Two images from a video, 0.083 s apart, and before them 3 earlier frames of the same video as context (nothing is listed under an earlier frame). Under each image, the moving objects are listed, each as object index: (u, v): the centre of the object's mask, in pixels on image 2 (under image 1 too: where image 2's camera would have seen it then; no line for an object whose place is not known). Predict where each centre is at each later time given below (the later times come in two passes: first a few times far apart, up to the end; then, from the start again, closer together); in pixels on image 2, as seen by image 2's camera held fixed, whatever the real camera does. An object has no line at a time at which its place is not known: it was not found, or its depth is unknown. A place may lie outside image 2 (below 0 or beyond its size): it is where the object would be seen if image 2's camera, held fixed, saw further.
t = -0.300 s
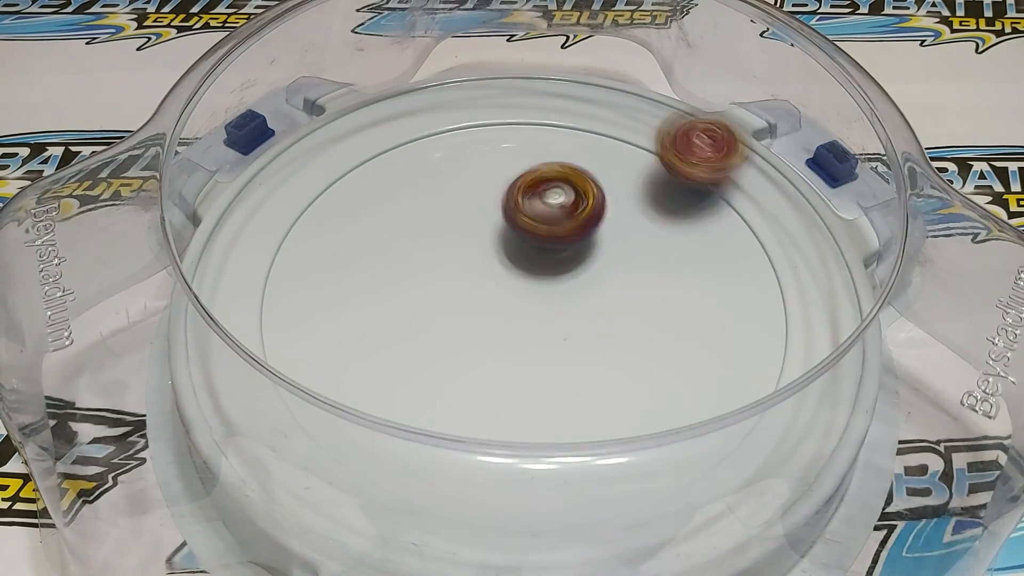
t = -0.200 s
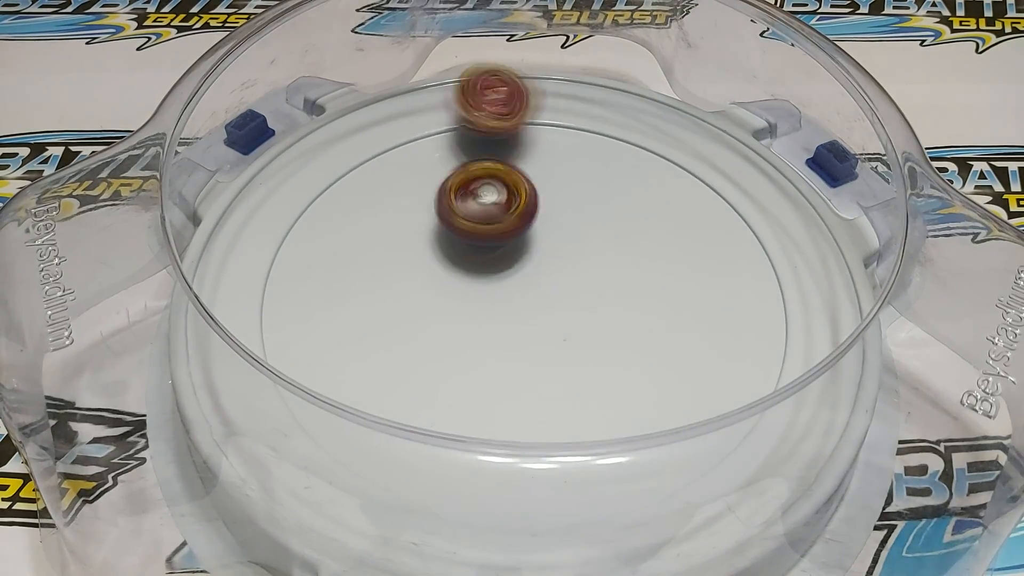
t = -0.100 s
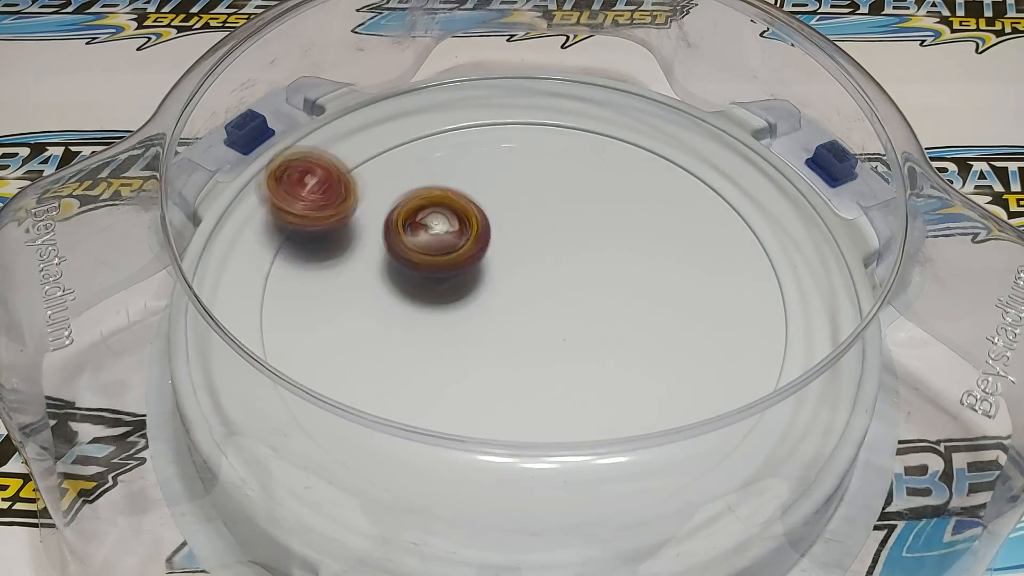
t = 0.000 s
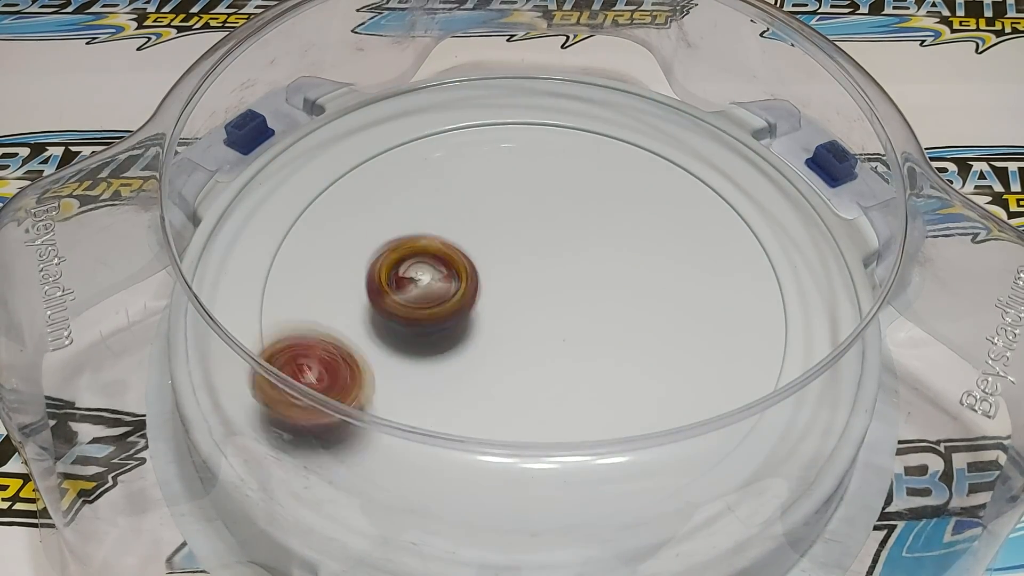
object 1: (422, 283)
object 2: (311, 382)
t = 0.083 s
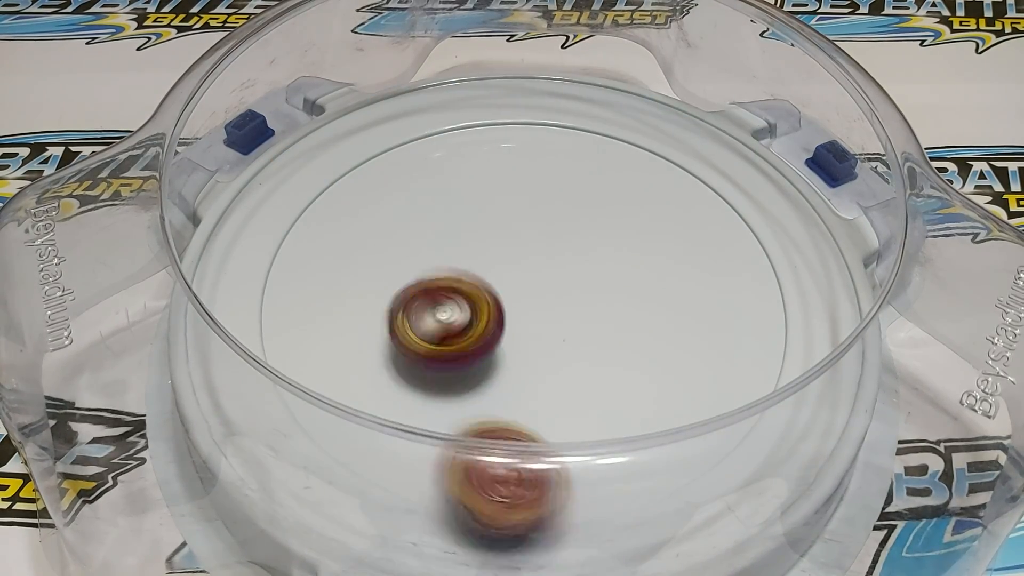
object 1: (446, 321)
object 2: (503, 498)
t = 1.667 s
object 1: (542, 276)
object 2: (705, 440)
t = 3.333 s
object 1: (513, 281)
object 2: (471, 493)
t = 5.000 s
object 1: (521, 283)
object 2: (323, 167)
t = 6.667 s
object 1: (525, 280)
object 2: (783, 255)
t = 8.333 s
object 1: (520, 278)
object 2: (270, 240)
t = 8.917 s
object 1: (523, 282)
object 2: (782, 259)
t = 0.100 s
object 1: (451, 325)
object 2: (551, 501)
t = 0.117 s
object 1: (461, 334)
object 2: (597, 498)
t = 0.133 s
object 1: (472, 333)
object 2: (642, 475)
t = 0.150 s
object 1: (480, 339)
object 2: (685, 455)
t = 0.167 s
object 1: (493, 342)
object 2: (717, 430)
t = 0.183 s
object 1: (506, 340)
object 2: (742, 405)
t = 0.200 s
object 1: (516, 342)
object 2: (764, 378)
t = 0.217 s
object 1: (529, 342)
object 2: (774, 346)
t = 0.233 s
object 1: (539, 338)
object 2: (786, 321)
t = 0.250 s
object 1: (550, 337)
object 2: (787, 294)
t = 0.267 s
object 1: (561, 332)
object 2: (784, 264)
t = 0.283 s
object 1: (567, 327)
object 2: (776, 237)
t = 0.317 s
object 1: (584, 316)
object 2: (741, 186)
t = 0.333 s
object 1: (588, 310)
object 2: (720, 165)
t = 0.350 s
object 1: (593, 304)
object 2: (694, 147)
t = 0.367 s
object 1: (597, 296)
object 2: (665, 133)
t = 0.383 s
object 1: (598, 291)
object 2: (636, 121)
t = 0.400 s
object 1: (601, 281)
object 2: (605, 112)
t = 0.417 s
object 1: (599, 275)
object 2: (572, 104)
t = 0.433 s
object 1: (598, 269)
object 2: (541, 101)
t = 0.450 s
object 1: (597, 262)
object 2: (507, 102)
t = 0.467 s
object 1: (592, 257)
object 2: (474, 103)
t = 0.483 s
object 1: (590, 251)
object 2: (443, 111)
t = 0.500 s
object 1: (585, 245)
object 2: (413, 120)
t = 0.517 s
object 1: (580, 242)
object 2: (385, 132)
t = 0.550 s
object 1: (567, 234)
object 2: (334, 163)
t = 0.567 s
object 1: (561, 234)
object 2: (313, 184)
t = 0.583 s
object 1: (556, 230)
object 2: (295, 208)
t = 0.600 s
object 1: (547, 232)
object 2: (282, 233)
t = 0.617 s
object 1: (542, 230)
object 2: (276, 261)
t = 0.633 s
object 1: (536, 229)
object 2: (271, 290)
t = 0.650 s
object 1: (530, 232)
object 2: (276, 315)
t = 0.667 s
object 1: (525, 231)
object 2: (294, 339)
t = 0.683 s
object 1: (517, 233)
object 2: (302, 372)
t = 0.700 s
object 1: (513, 236)
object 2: (316, 404)
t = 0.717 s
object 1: (509, 235)
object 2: (345, 425)
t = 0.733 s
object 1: (503, 239)
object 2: (376, 447)
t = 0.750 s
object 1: (500, 241)
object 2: (410, 478)
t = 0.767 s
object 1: (495, 242)
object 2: (450, 491)
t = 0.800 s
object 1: (490, 245)
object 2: (533, 502)
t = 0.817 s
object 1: (484, 249)
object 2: (577, 501)
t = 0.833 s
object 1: (483, 254)
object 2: (624, 492)
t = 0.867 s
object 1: (479, 258)
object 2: (692, 453)
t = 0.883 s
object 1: (479, 261)
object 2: (724, 429)
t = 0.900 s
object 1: (476, 265)
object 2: (743, 404)
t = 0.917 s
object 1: (477, 269)
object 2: (762, 380)
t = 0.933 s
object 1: (477, 270)
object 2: (771, 347)
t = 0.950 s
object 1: (477, 275)
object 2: (784, 326)
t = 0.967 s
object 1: (479, 276)
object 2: (787, 298)
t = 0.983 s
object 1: (478, 277)
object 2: (783, 272)
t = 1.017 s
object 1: (483, 283)
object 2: (764, 220)
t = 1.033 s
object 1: (483, 287)
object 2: (749, 197)
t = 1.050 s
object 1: (487, 289)
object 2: (729, 177)
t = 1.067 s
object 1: (488, 290)
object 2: (706, 160)
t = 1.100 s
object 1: (495, 293)
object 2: (657, 130)
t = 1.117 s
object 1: (496, 296)
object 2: (629, 120)
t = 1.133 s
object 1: (501, 297)
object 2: (602, 110)
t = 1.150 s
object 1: (503, 297)
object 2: (572, 106)
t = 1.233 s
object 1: (519, 298)
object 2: (427, 115)
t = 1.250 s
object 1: (523, 300)
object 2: (402, 123)
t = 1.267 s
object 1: (527, 297)
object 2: (378, 133)
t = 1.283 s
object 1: (528, 299)
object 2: (353, 146)
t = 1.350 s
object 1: (539, 294)
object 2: (285, 220)
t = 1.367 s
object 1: (540, 295)
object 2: (274, 240)
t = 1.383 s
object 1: (543, 292)
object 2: (267, 264)
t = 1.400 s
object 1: (542, 291)
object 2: (265, 287)
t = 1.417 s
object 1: (545, 291)
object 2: (270, 309)
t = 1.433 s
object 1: (546, 288)
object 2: (281, 329)
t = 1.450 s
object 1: (546, 289)
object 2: (285, 359)
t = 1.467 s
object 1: (549, 285)
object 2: (299, 383)
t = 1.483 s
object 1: (546, 286)
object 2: (315, 409)
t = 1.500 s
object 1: (548, 285)
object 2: (342, 433)
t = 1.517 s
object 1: (547, 283)
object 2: (369, 452)
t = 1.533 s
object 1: (548, 284)
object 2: (400, 478)
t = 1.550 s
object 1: (548, 281)
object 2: (432, 488)
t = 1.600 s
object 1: (544, 279)
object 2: (560, 502)
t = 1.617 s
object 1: (544, 279)
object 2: (598, 498)
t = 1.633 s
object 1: (543, 277)
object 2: (643, 488)
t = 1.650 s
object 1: (542, 279)
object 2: (673, 460)
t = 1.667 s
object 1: (542, 276)
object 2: (705, 440)
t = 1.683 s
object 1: (538, 278)
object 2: (728, 414)
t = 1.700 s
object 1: (539, 277)
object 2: (750, 392)
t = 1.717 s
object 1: (535, 276)
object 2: (755, 361)
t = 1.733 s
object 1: (534, 277)
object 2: (774, 340)
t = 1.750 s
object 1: (534, 275)
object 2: (779, 318)
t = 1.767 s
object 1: (531, 276)
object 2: (782, 292)
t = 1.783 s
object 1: (531, 274)
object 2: (777, 268)
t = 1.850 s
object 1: (522, 275)
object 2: (729, 181)
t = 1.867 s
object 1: (521, 273)
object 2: (710, 165)
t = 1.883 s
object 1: (518, 275)
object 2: (689, 151)
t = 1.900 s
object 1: (518, 274)
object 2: (669, 137)
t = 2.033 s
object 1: (507, 276)
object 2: (472, 102)
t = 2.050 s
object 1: (509, 276)
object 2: (448, 105)
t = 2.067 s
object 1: (507, 275)
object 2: (424, 112)
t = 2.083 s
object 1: (507, 277)
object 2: (403, 118)
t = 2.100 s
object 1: (507, 275)
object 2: (381, 127)
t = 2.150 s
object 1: (508, 278)
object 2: (322, 160)
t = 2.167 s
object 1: (510, 277)
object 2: (308, 177)
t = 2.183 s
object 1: (508, 278)
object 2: (293, 192)
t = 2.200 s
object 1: (511, 278)
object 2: (280, 210)
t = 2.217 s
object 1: (511, 277)
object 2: (270, 231)
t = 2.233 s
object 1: (512, 279)
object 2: (264, 251)
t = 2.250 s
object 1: (513, 278)
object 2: (259, 273)
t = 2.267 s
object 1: (514, 280)
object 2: (261, 295)
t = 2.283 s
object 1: (516, 279)
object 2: (271, 316)
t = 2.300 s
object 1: (516, 280)
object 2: (272, 346)
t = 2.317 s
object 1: (518, 280)
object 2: (286, 369)
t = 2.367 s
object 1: (520, 280)
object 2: (352, 437)
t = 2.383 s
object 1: (521, 282)
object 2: (385, 461)
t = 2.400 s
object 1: (522, 281)
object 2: (415, 483)
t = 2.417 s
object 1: (523, 283)
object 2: (454, 493)
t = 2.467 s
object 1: (526, 282)
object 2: (575, 500)
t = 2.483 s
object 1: (525, 283)
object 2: (615, 492)
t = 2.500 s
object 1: (527, 284)
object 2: (650, 464)
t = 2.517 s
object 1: (525, 283)
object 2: (678, 453)
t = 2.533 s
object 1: (527, 284)
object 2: (708, 433)
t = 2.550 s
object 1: (527, 282)
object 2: (728, 409)
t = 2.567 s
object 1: (527, 284)
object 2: (742, 387)
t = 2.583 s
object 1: (528, 282)
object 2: (757, 359)
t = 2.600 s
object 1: (528, 283)
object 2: (771, 343)
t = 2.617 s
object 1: (529, 282)
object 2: (776, 321)
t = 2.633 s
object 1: (528, 284)
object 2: (781, 298)
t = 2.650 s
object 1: (529, 282)
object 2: (779, 277)
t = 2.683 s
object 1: (529, 282)
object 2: (768, 236)
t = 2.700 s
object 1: (526, 282)
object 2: (759, 216)
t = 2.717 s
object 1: (528, 282)
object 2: (747, 196)
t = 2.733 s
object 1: (527, 280)
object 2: (731, 182)
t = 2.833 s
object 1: (527, 279)
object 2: (620, 113)
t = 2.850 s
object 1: (525, 280)
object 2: (600, 108)
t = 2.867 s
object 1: (526, 278)
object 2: (577, 102)
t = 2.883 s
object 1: (523, 279)
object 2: (553, 99)
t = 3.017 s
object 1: (520, 276)
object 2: (369, 130)
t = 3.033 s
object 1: (519, 279)
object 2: (350, 143)
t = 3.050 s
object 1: (519, 276)
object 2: (330, 154)
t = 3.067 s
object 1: (518, 278)
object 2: (312, 172)
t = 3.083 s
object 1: (519, 276)
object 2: (298, 189)
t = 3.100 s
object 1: (517, 279)
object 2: (286, 207)
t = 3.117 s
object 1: (518, 277)
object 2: (273, 227)
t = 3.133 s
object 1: (516, 279)
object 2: (268, 249)
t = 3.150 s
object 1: (518, 277)
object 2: (265, 272)
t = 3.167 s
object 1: (515, 279)
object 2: (264, 296)
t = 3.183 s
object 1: (517, 278)
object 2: (274, 317)
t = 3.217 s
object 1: (515, 280)
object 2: (293, 363)
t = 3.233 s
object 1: (513, 279)
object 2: (306, 388)
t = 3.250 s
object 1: (515, 280)
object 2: (326, 412)
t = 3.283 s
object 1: (514, 281)
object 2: (377, 447)
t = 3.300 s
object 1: (513, 281)
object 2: (408, 465)
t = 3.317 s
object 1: (514, 283)
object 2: (438, 484)
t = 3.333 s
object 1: (513, 281)
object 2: (471, 493)
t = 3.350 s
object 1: (514, 283)
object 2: (507, 499)
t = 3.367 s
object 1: (514, 282)
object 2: (545, 499)
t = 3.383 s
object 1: (514, 284)
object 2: (578, 499)
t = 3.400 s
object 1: (515, 282)
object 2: (615, 491)
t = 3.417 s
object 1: (515, 285)
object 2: (645, 469)
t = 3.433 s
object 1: (516, 283)
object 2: (669, 455)
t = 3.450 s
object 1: (516, 285)
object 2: (701, 437)
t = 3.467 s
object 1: (517, 283)
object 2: (722, 428)
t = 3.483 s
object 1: (517, 285)
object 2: (736, 403)
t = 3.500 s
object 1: (518, 283)
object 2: (753, 384)
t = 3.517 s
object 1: (518, 286)
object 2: (760, 359)
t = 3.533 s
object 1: (519, 284)
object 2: (770, 344)
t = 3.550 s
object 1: (519, 286)
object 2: (784, 325)
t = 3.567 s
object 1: (521, 284)
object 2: (786, 306)
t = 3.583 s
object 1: (520, 286)
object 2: (784, 284)
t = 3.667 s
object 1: (525, 284)
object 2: (747, 192)
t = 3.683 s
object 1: (524, 284)
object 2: (731, 176)
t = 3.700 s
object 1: (526, 283)
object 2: (716, 160)
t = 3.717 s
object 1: (525, 285)
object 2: (698, 147)
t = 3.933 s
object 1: (532, 279)
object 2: (398, 120)
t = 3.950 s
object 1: (530, 280)
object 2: (378, 130)
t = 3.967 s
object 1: (532, 277)
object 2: (357, 141)
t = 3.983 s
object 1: (530, 279)
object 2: (338, 152)
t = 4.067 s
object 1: (530, 276)
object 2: (275, 234)
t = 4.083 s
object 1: (528, 278)
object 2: (269, 254)
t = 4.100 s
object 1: (530, 276)
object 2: (266, 274)
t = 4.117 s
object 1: (528, 278)
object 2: (265, 294)
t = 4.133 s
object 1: (529, 276)
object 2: (273, 312)
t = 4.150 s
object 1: (527, 278)
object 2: (283, 330)
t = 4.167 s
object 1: (527, 275)
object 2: (285, 354)
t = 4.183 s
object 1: (526, 278)
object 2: (298, 376)
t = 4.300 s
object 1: (523, 276)
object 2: (463, 491)
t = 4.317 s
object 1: (523, 278)
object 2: (497, 498)
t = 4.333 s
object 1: (522, 276)
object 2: (532, 501)
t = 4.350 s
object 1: (522, 279)
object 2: (566, 485)
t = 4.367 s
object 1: (521, 277)
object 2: (599, 484)
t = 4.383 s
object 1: (522, 279)
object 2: (631, 476)
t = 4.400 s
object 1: (520, 278)
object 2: (659, 459)
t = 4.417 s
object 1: (521, 279)
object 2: (690, 448)
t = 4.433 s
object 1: (519, 278)
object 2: (712, 433)
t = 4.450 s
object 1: (521, 280)
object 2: (731, 412)
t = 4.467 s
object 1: (519, 279)
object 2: (751, 393)
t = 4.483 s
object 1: (521, 280)
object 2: (763, 374)
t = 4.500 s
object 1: (518, 280)
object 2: (766, 351)
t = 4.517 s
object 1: (521, 280)
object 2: (779, 333)
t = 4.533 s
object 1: (519, 281)
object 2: (786, 313)
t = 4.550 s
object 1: (521, 280)
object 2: (789, 292)
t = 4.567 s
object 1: (519, 281)
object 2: (785, 272)
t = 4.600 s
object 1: (518, 282)
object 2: (772, 231)
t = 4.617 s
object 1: (519, 281)
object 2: (762, 212)
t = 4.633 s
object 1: (518, 283)
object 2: (748, 197)
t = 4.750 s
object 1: (518, 283)
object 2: (620, 114)
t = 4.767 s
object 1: (519, 284)
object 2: (600, 110)
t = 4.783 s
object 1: (517, 283)
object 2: (577, 103)
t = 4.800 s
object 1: (520, 284)
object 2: (554, 100)
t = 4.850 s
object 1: (519, 285)
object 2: (490, 100)
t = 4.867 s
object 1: (522, 283)
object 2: (469, 102)
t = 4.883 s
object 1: (520, 286)
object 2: (448, 105)
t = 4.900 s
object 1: (522, 283)
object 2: (428, 111)
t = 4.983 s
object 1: (521, 285)
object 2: (337, 153)
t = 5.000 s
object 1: (521, 283)
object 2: (323, 167)
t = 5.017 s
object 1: (522, 284)
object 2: (308, 177)
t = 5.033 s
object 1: (521, 283)
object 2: (296, 194)
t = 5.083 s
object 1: (525, 283)
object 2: (270, 244)
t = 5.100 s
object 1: (523, 285)
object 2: (266, 263)
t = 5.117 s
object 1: (525, 283)
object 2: (262, 282)
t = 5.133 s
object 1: (524, 284)
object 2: (266, 300)
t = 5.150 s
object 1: (524, 282)
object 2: (275, 318)
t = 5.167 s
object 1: (524, 284)
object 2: (276, 341)
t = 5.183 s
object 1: (524, 282)
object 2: (286, 362)
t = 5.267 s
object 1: (527, 281)
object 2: (383, 457)
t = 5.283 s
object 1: (525, 282)
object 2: (408, 481)
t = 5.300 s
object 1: (527, 280)
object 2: (438, 488)
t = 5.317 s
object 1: (525, 281)
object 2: (474, 497)
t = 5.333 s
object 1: (526, 279)
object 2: (508, 502)
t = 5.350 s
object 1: (525, 281)
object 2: (543, 503)
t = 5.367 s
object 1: (525, 279)
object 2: (581, 500)
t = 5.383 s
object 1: (525, 280)
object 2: (613, 493)
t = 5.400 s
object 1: (524, 279)
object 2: (644, 474)
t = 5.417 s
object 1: (525, 280)
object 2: (671, 455)
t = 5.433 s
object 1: (524, 280)
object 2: (699, 440)
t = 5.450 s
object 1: (526, 278)
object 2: (724, 428)
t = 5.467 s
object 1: (524, 280)
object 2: (737, 406)
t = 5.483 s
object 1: (525, 277)
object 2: (752, 385)
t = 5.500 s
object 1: (523, 279)
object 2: (755, 360)
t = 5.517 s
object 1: (523, 277)
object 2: (772, 342)
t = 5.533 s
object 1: (523, 279)
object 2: (782, 325)
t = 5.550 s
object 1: (521, 278)
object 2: (785, 308)
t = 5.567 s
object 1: (523, 278)
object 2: (785, 287)
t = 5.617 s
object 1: (521, 279)
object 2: (769, 230)
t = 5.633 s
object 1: (522, 277)
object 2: (761, 215)
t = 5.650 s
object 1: (521, 279)
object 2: (749, 199)
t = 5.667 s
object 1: (520, 277)
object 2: (735, 183)
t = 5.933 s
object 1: (517, 279)
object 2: (431, 110)
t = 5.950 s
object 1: (517, 281)
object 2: (410, 115)
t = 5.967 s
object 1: (516, 280)
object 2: (393, 121)
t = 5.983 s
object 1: (518, 281)
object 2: (375, 128)
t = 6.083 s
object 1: (517, 280)
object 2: (286, 204)
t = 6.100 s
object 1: (518, 281)
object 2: (278, 221)
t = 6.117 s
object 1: (517, 282)
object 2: (270, 238)
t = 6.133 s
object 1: (520, 280)
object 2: (265, 257)
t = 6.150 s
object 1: (518, 282)
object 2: (263, 276)
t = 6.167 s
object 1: (519, 280)
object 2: (264, 296)
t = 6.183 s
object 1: (519, 282)
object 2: (269, 312)
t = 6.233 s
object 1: (519, 282)
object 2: (294, 374)
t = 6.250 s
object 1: (522, 281)
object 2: (303, 399)
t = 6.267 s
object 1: (521, 282)
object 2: (323, 413)
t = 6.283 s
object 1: (521, 281)
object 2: (343, 429)
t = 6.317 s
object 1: (520, 282)
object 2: (393, 459)
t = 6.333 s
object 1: (523, 281)
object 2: (416, 481)
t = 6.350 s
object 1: (522, 282)
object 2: (448, 488)
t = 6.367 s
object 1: (524, 281)
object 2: (478, 495)
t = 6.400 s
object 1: (523, 280)
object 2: (541, 501)
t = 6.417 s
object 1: (523, 281)
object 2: (573, 500)
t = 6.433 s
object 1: (523, 282)
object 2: (606, 483)
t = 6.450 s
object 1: (526, 279)
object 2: (634, 476)
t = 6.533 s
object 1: (526, 280)
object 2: (742, 400)
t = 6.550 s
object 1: (525, 281)
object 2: (756, 383)
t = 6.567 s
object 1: (527, 279)
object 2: (759, 360)
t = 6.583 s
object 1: (525, 280)
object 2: (771, 345)
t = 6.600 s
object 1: (525, 278)
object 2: (780, 331)
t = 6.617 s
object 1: (525, 280)
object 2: (786, 311)
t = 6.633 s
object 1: (524, 279)
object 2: (786, 291)
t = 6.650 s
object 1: (527, 278)
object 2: (786, 273)
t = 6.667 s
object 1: (525, 280)
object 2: (783, 255)
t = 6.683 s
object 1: (525, 277)
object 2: (775, 239)
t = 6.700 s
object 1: (525, 279)
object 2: (768, 222)
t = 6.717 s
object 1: (523, 278)
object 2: (755, 205)
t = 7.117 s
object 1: (521, 279)
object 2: (322, 165)
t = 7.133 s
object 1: (520, 278)
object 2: (309, 176)
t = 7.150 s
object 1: (520, 279)
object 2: (298, 190)
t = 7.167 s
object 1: (519, 279)
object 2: (288, 204)
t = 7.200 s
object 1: (520, 280)
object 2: (272, 237)
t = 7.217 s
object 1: (519, 279)
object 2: (266, 253)
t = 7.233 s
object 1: (520, 280)
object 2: (265, 272)
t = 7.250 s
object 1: (519, 281)
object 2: (264, 290)
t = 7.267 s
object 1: (521, 279)
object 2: (270, 308)
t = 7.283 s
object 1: (520, 281)
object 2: (278, 322)
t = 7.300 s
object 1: (519, 279)
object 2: (280, 344)
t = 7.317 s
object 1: (520, 280)
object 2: (290, 363)
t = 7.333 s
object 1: (519, 281)
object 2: (300, 382)
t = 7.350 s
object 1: (521, 280)
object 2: (313, 405)
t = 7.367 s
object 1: (520, 281)
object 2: (335, 416)
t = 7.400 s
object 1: (521, 281)
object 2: (379, 448)
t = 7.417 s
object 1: (520, 281)
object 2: (401, 461)
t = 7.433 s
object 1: (521, 280)
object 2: (427, 483)
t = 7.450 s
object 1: (520, 282)
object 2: (455, 489)
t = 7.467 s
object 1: (519, 281)
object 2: (488, 496)
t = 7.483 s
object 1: (523, 281)
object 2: (517, 487)
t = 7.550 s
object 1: (520, 282)
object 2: (639, 470)
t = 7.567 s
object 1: (523, 281)
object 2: (664, 460)
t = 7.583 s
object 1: (521, 283)
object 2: (688, 448)
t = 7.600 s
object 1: (521, 281)
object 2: (705, 433)
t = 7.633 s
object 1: (521, 283)
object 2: (741, 398)
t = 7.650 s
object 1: (523, 281)
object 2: (756, 382)
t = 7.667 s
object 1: (522, 283)
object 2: (761, 358)
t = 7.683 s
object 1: (521, 282)
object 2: (773, 345)
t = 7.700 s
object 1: (524, 282)
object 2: (782, 330)
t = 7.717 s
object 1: (523, 283)
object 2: (786, 314)
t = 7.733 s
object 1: (523, 281)
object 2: (787, 295)
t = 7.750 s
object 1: (523, 283)
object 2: (784, 277)
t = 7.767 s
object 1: (522, 282)
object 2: (781, 258)
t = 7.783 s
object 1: (526, 281)
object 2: (773, 241)
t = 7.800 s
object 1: (523, 282)
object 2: (766, 223)
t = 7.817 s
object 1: (523, 281)
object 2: (756, 208)
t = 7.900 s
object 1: (523, 281)
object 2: (691, 145)
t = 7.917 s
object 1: (527, 280)
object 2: (673, 135)
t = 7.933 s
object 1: (524, 281)
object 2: (655, 127)
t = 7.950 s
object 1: (524, 279)
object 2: (637, 119)
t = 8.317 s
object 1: (522, 276)
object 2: (277, 224)
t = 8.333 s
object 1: (520, 278)
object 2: (270, 240)
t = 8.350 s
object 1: (518, 277)
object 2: (266, 257)
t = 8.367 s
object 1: (521, 278)
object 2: (263, 273)
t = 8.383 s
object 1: (519, 278)
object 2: (264, 293)
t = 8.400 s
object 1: (519, 277)
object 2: (269, 308)
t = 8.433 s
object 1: (518, 279)
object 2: (278, 343)
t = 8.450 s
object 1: (520, 277)
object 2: (284, 362)
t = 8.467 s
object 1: (518, 279)
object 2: (297, 381)
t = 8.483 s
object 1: (517, 278)
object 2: (308, 401)
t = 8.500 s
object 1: (521, 277)
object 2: (327, 416)
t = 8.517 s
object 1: (518, 279)
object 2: (346, 430)
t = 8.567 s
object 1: (518, 280)
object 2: (417, 469)
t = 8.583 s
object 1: (518, 278)
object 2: (442, 487)
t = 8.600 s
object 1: (518, 280)
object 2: (471, 493)
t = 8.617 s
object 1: (518, 280)
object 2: (503, 499)
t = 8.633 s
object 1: (519, 279)
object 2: (533, 500)
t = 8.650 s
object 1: (518, 280)
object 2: (564, 499)
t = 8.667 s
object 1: (517, 281)
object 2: (593, 496)
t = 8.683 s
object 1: (520, 280)
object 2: (621, 478)
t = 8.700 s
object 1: (518, 281)
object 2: (643, 468)
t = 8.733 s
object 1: (521, 281)
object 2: (689, 440)
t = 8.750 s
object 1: (519, 282)
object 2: (711, 432)
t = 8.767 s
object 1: (518, 281)
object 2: (726, 408)
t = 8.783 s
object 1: (521, 281)
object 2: (742, 392)
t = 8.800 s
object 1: (520, 282)
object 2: (746, 368)
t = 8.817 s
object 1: (520, 281)
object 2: (761, 355)
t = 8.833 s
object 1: (521, 282)
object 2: (774, 340)
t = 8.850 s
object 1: (521, 283)
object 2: (782, 326)
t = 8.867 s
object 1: (521, 281)
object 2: (785, 308)
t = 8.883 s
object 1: (521, 283)
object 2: (787, 292)
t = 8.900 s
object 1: (521, 283)
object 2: (786, 275)
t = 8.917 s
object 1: (523, 282)
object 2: (782, 259)
